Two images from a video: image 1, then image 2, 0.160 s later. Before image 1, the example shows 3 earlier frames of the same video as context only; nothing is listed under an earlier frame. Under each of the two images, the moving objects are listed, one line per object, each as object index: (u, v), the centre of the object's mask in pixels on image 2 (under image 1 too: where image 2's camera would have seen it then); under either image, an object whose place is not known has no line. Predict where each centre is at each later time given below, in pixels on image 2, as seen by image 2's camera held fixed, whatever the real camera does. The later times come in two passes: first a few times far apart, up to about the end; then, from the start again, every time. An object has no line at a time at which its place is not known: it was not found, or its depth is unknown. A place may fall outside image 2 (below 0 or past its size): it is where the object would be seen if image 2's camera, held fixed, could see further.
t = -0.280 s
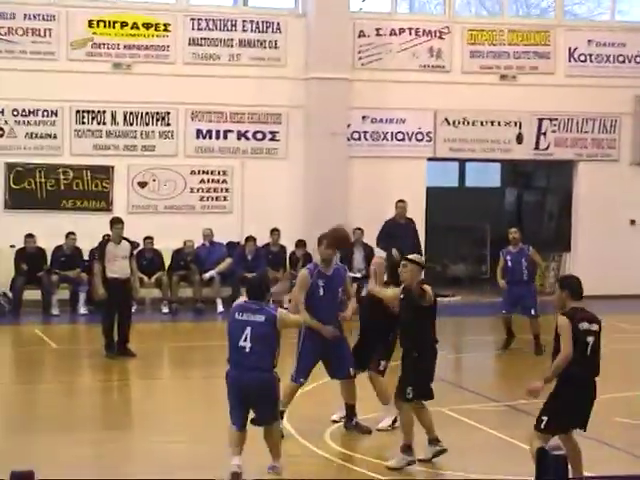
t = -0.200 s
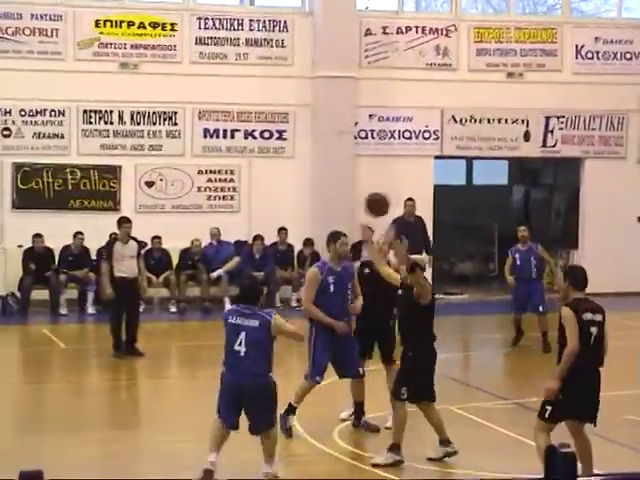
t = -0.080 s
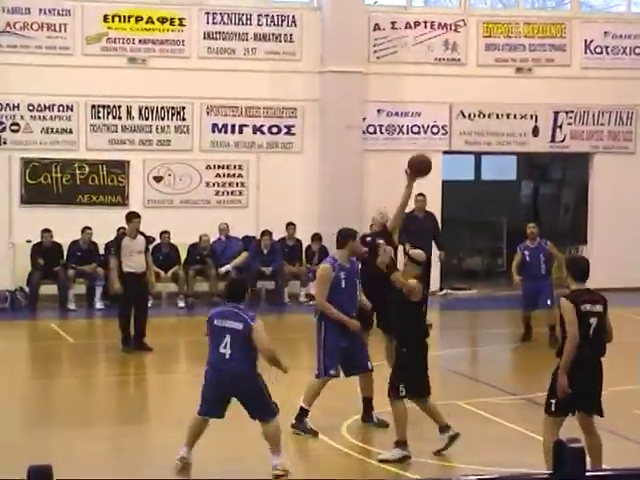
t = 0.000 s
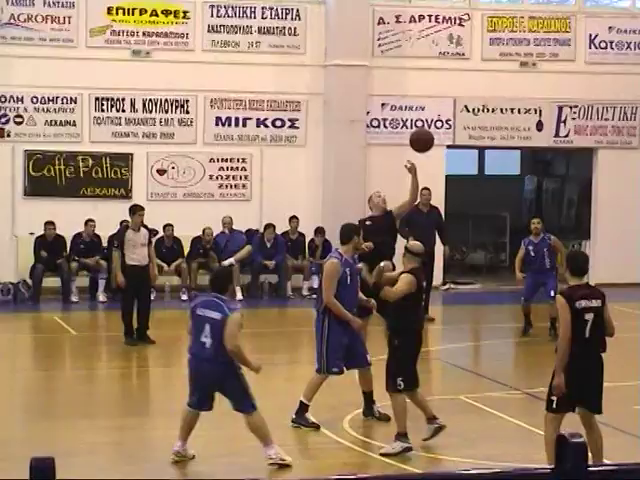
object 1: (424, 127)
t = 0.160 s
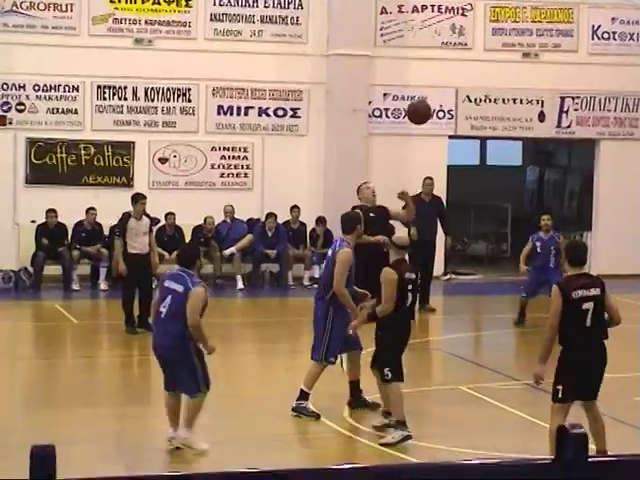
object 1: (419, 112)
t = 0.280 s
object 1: (414, 116)
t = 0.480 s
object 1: (406, 157)
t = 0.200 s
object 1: (418, 112)
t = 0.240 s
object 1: (416, 113)
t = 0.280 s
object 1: (414, 116)
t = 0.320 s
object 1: (413, 120)
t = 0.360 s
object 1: (412, 128)
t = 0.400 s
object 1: (410, 136)
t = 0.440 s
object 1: (408, 146)
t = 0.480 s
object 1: (406, 157)
